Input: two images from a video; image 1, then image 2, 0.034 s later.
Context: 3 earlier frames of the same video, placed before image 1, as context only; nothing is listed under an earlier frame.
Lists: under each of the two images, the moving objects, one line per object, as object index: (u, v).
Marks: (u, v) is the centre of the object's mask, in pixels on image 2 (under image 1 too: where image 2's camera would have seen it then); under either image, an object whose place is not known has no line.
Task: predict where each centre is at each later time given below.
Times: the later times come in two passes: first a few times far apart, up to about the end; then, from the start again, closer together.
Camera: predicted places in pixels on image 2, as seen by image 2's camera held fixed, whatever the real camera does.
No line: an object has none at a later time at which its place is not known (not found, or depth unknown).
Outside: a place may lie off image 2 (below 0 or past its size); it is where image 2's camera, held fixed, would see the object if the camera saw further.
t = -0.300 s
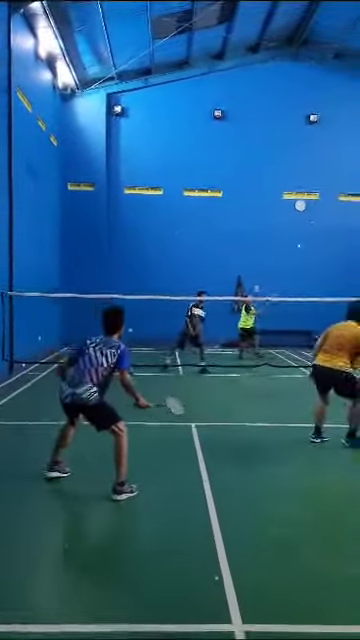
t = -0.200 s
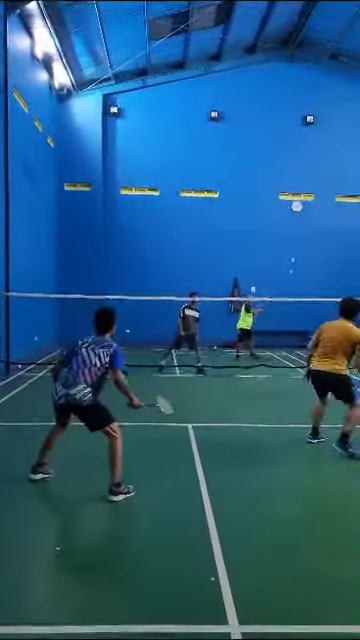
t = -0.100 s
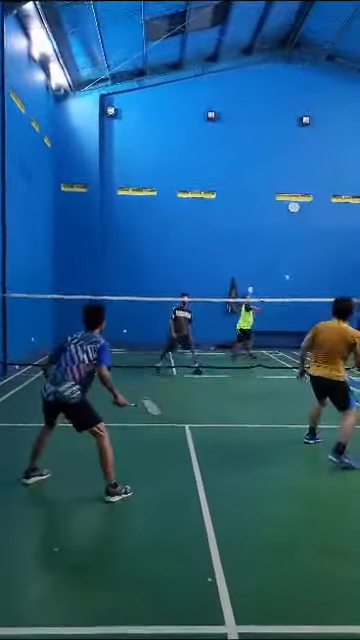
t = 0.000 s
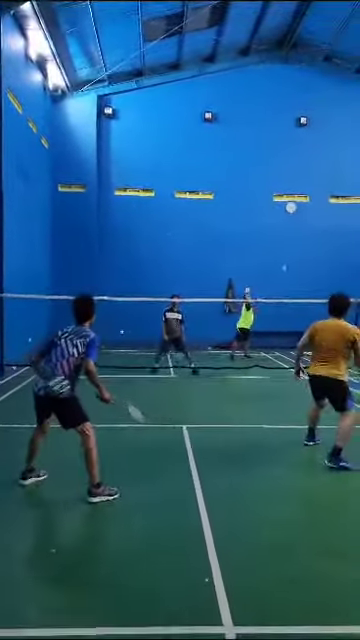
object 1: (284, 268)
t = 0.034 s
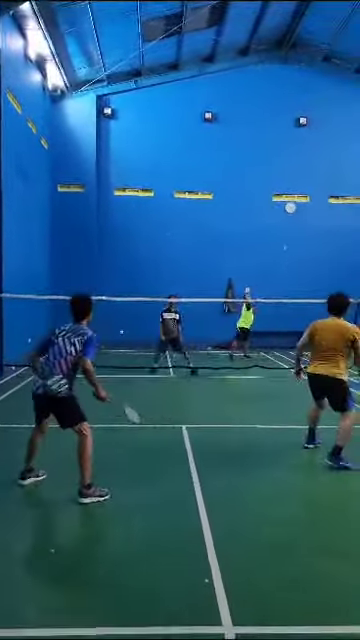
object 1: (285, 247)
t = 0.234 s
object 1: (283, 163)
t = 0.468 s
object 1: (281, 99)
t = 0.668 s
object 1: (278, 75)
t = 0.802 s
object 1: (273, 79)
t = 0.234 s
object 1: (283, 163)
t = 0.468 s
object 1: (281, 99)
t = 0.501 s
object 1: (281, 93)
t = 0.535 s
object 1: (281, 88)
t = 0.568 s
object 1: (280, 83)
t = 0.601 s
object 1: (278, 79)
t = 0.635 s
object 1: (278, 75)
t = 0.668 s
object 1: (278, 75)
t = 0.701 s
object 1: (277, 75)
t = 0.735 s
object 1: (276, 75)
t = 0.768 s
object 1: (274, 76)
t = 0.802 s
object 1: (273, 79)
